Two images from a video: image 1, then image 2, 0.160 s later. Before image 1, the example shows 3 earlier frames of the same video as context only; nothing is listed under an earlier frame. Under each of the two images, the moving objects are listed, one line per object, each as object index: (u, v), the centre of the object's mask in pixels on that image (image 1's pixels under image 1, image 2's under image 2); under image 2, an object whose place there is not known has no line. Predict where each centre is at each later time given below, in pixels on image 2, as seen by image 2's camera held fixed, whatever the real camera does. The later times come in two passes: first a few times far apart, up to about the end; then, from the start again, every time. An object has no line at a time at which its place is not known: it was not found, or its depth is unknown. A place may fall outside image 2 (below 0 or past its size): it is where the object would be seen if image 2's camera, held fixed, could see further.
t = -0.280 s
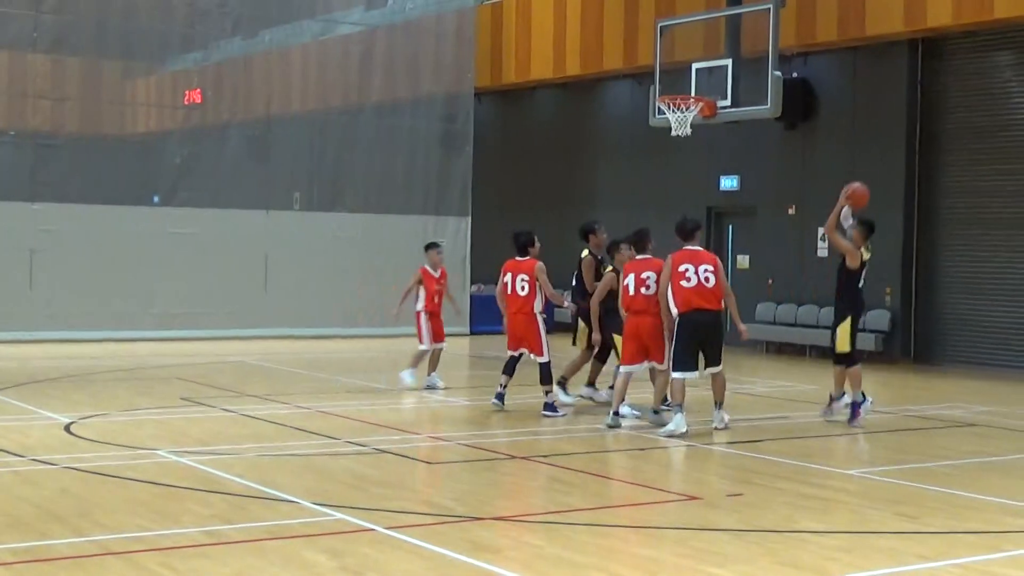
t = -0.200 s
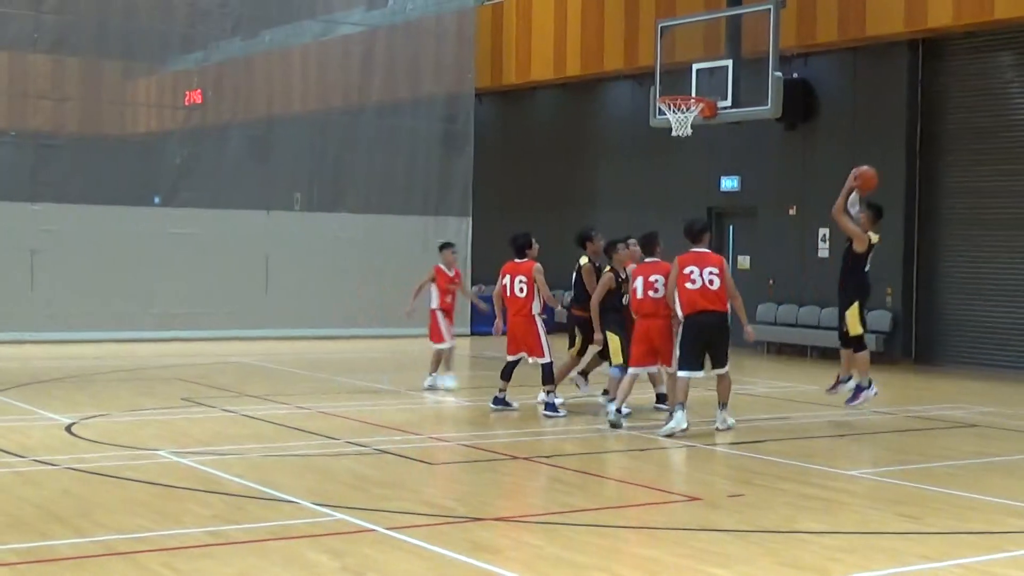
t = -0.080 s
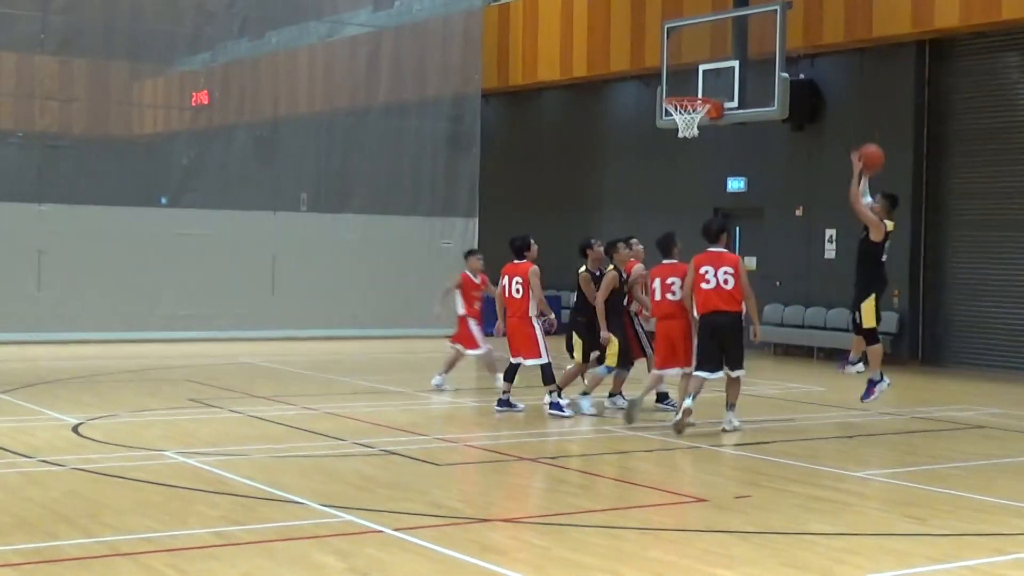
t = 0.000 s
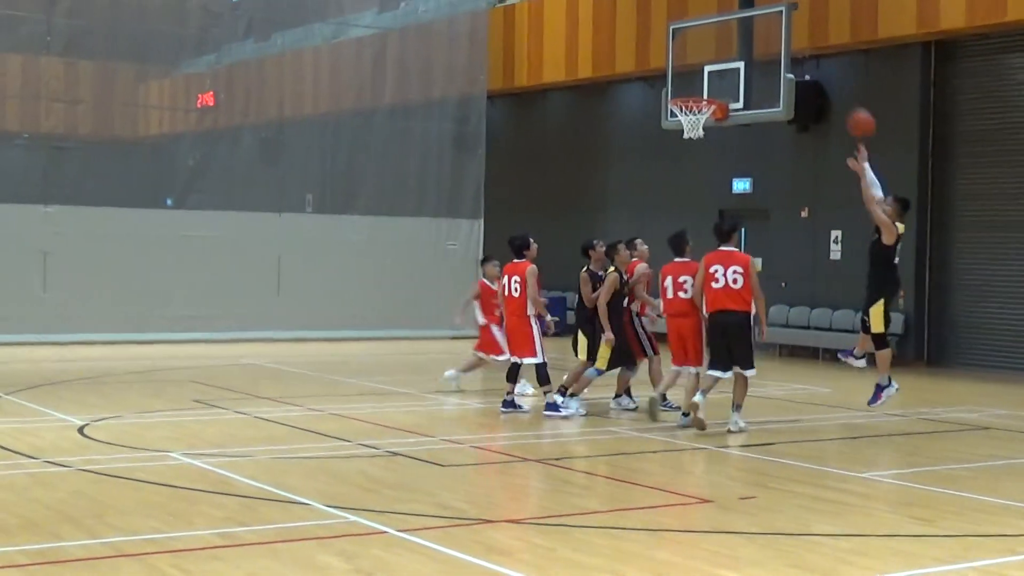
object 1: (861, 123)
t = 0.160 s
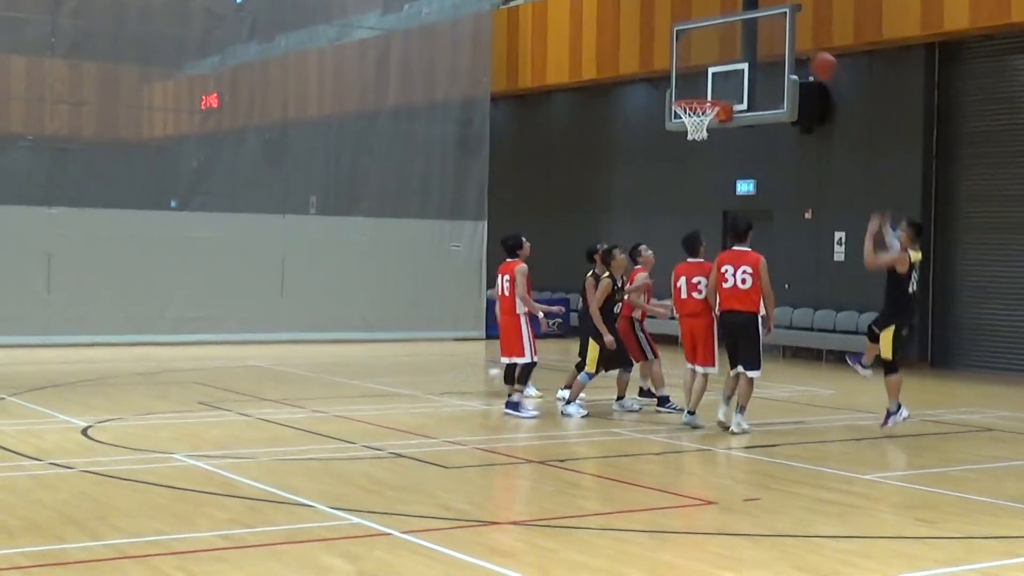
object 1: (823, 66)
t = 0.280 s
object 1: (794, 42)
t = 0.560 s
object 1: (726, 41)
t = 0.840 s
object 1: (675, 82)
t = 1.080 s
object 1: (674, 77)
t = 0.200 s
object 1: (814, 56)
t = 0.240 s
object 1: (805, 47)
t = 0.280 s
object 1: (794, 42)
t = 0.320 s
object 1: (784, 36)
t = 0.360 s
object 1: (774, 32)
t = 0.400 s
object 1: (763, 30)
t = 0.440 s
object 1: (752, 31)
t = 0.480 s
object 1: (745, 32)
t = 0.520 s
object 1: (735, 35)
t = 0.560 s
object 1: (726, 41)
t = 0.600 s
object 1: (716, 46)
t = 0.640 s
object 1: (706, 53)
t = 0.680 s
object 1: (697, 66)
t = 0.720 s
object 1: (687, 75)
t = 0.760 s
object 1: (678, 87)
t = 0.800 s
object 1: (674, 88)
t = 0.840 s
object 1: (675, 82)
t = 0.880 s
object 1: (675, 78)
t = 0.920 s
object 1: (675, 74)
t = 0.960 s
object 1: (675, 73)
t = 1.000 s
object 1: (674, 73)
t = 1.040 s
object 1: (674, 75)
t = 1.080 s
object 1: (674, 77)
